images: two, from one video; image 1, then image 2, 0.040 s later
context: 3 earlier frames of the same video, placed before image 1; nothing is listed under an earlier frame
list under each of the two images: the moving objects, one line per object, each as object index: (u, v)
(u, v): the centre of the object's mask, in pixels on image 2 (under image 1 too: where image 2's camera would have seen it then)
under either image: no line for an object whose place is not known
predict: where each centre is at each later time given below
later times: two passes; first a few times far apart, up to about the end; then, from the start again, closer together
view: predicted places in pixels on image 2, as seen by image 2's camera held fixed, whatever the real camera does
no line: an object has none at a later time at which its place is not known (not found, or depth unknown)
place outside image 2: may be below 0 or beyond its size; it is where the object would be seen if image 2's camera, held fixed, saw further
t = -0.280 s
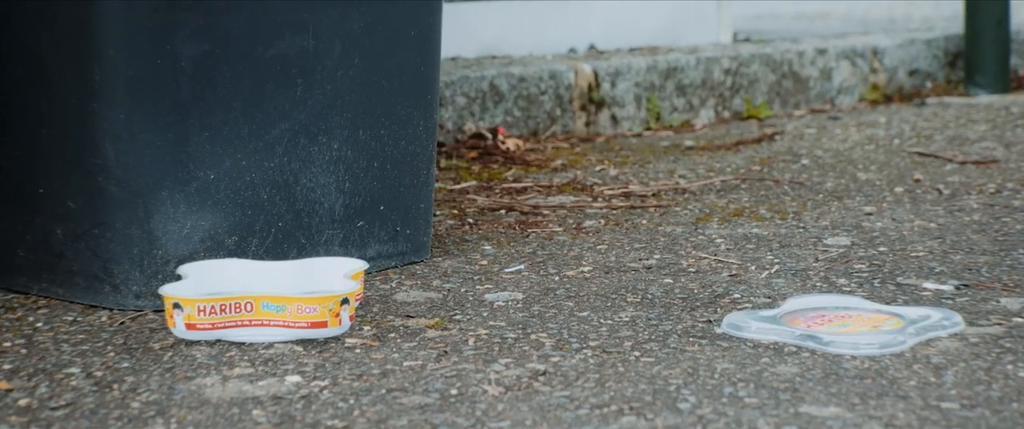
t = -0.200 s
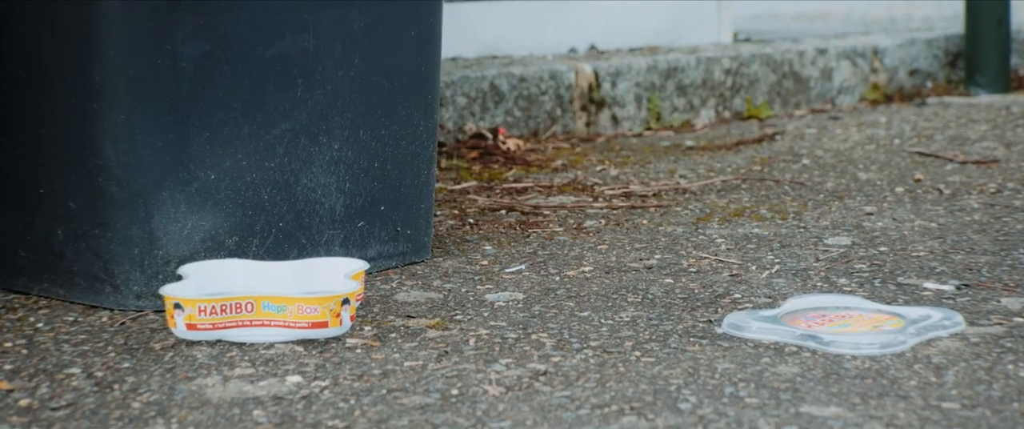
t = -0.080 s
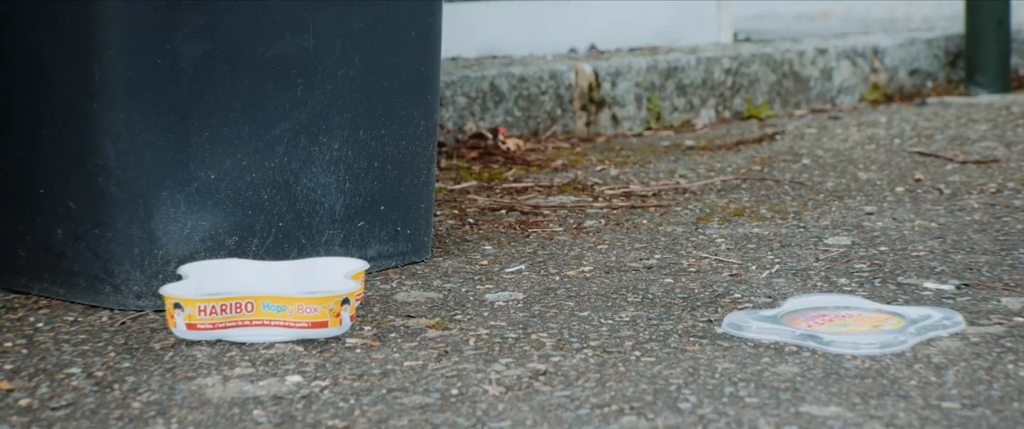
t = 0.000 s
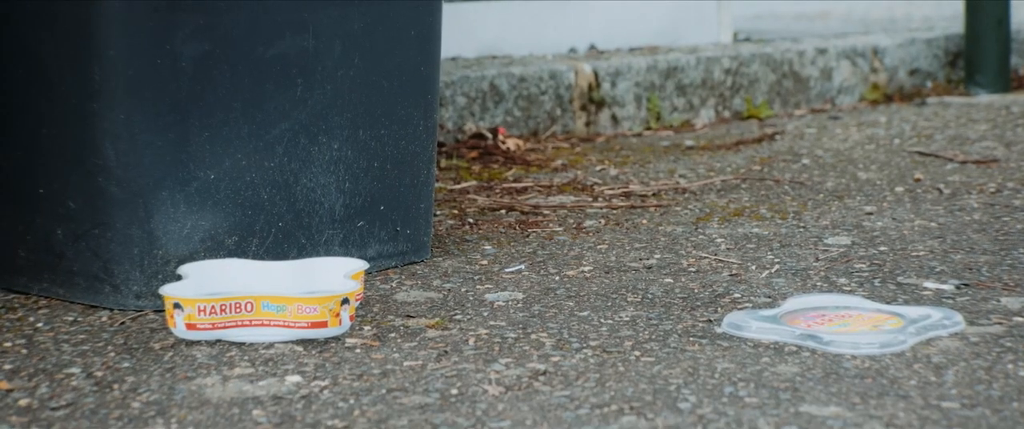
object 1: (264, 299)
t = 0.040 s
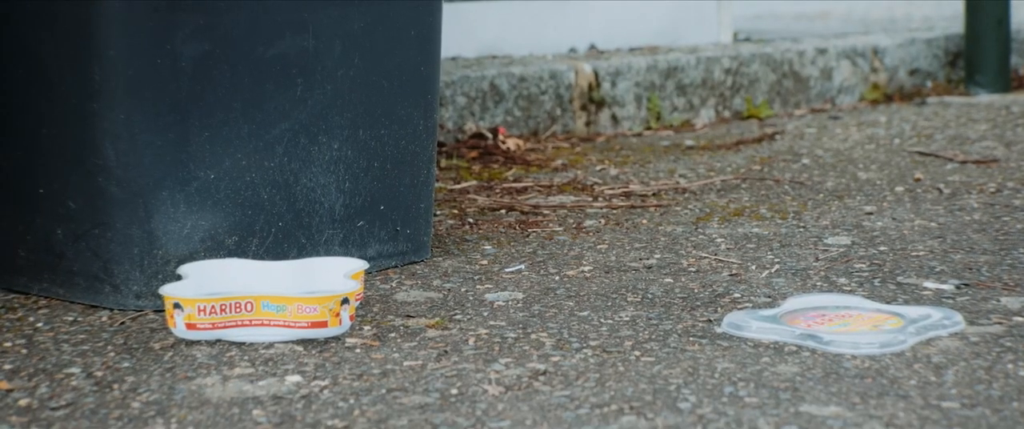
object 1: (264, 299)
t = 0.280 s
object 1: (263, 297)
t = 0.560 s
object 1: (257, 285)
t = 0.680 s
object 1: (255, 269)
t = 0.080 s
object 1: (264, 299)
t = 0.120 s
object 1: (264, 298)
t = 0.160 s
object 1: (264, 298)
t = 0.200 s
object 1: (264, 298)
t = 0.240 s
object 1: (264, 297)
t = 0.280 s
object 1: (263, 297)
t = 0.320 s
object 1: (262, 294)
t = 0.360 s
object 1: (262, 296)
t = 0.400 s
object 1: (260, 294)
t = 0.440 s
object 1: (256, 290)
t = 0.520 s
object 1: (255, 292)
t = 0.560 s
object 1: (257, 285)
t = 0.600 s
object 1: (250, 277)
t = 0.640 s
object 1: (249, 274)
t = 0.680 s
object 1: (255, 269)
